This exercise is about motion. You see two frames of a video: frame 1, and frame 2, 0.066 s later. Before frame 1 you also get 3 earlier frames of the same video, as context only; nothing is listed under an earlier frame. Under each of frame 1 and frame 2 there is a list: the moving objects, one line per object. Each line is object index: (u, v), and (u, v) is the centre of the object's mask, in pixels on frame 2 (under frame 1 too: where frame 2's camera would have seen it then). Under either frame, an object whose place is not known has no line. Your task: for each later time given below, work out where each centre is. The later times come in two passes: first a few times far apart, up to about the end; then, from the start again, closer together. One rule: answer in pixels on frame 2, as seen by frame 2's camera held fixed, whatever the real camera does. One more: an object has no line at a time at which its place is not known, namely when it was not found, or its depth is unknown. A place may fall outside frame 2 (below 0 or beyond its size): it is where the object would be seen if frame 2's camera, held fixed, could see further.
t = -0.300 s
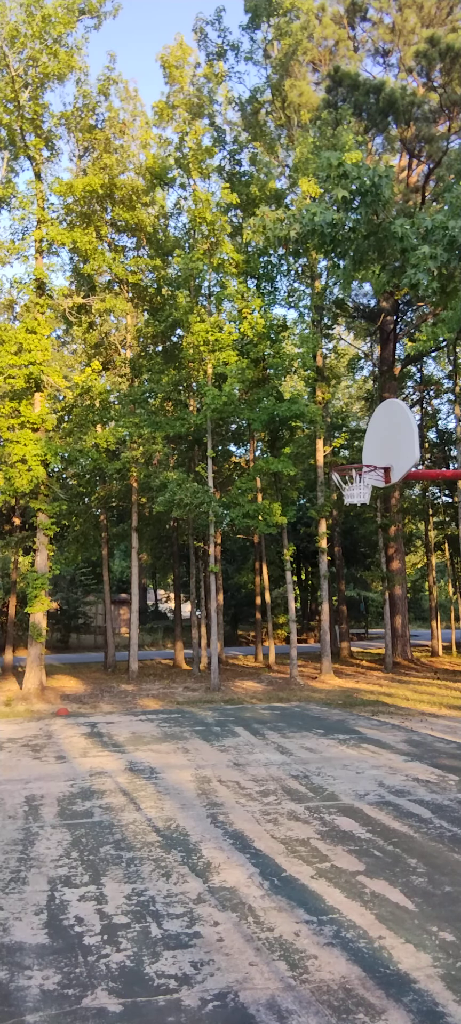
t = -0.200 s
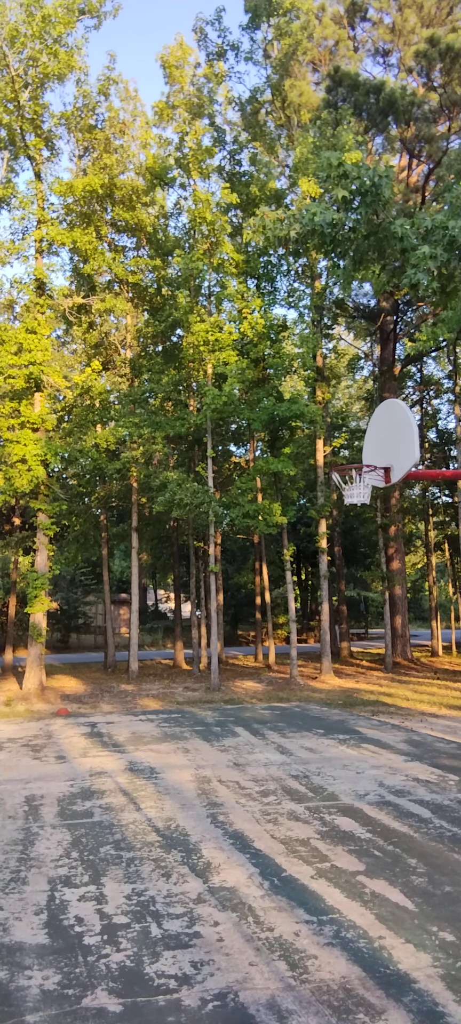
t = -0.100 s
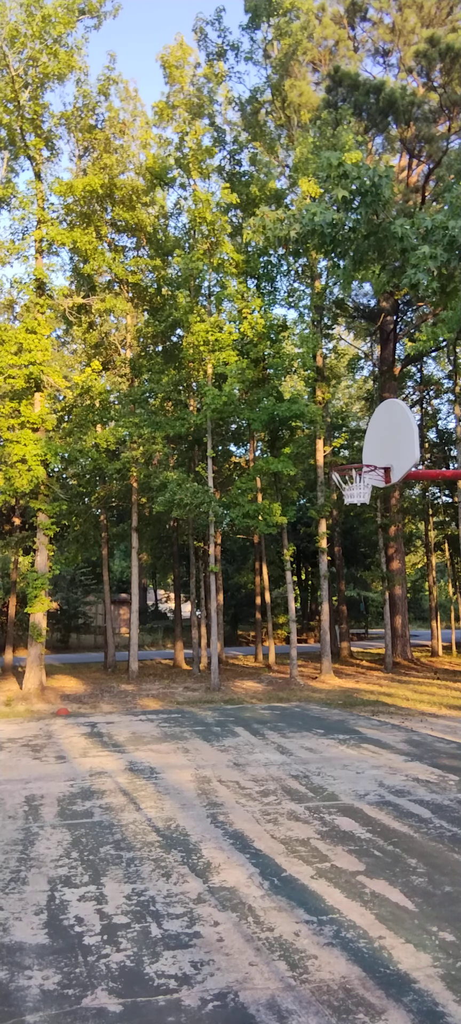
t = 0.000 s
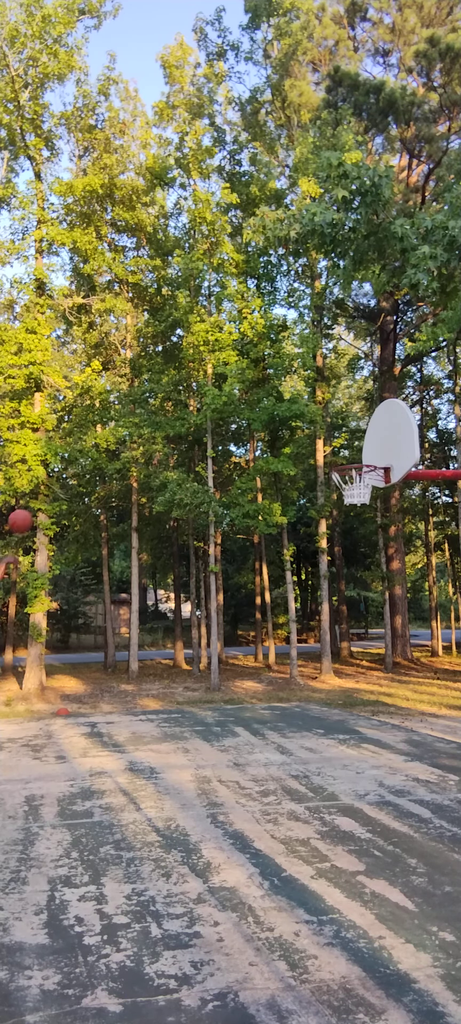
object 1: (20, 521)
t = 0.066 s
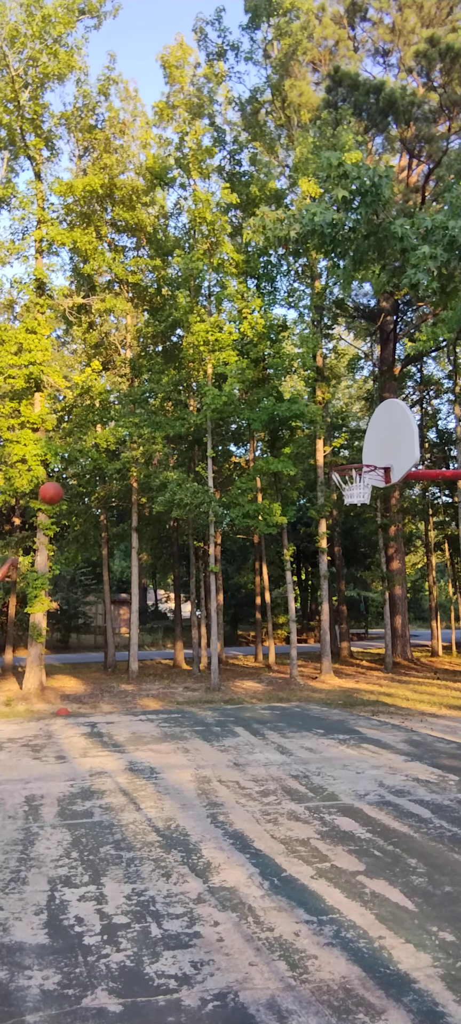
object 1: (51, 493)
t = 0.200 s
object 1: (110, 451)
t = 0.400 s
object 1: (195, 421)
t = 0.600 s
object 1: (279, 429)
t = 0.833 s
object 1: (356, 453)
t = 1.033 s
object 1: (367, 447)
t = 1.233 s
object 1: (336, 454)
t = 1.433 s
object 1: (311, 469)
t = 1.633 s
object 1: (289, 516)
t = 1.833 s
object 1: (267, 602)
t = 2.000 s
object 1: (250, 707)
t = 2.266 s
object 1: (229, 661)
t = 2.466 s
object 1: (216, 601)
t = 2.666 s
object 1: (204, 579)
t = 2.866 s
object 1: (192, 599)
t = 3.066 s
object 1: (182, 661)
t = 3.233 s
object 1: (173, 745)
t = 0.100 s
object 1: (66, 481)
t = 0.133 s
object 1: (81, 470)
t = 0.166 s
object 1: (96, 460)
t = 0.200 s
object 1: (110, 451)
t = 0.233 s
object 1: (125, 443)
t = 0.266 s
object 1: (139, 437)
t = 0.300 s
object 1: (153, 431)
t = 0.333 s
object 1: (167, 427)
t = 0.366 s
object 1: (181, 424)
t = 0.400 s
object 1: (195, 421)
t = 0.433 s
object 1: (210, 420)
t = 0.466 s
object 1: (223, 420)
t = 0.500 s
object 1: (237, 421)
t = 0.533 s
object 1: (251, 422)
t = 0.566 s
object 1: (265, 425)
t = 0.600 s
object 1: (279, 429)
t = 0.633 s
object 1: (292, 434)
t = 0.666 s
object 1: (306, 440)
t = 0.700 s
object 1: (320, 446)
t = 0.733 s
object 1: (334, 454)
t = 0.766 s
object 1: (342, 456)
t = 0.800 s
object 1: (349, 454)
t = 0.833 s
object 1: (356, 453)
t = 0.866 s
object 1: (362, 453)
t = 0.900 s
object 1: (369, 454)
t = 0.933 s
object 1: (376, 456)
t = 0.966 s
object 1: (378, 453)
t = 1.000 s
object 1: (372, 450)
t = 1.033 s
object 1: (367, 447)
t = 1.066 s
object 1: (361, 446)
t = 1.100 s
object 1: (356, 445)
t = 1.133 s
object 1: (351, 446)
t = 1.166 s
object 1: (346, 448)
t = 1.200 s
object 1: (341, 450)
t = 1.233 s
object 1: (336, 454)
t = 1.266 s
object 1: (332, 458)
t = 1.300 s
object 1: (327, 458)
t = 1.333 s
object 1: (324, 459)
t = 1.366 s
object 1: (319, 461)
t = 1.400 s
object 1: (315, 464)
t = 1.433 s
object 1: (311, 469)
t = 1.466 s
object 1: (308, 474)
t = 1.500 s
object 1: (304, 481)
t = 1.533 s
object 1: (300, 488)
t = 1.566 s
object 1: (296, 496)
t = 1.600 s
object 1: (292, 506)
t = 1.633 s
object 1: (289, 516)
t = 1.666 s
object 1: (285, 528)
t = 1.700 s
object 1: (281, 540)
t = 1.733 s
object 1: (278, 554)
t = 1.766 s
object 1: (274, 569)
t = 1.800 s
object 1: (271, 585)
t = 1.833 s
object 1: (267, 602)
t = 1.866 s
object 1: (263, 620)
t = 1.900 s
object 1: (260, 640)
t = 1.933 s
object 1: (256, 661)
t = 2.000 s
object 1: (250, 707)
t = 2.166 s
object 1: (236, 706)
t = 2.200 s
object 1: (233, 690)
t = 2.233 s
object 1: (231, 675)
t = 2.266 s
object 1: (229, 661)
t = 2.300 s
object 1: (227, 648)
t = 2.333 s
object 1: (225, 636)
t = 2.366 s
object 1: (222, 626)
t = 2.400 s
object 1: (220, 616)
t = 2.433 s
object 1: (218, 608)
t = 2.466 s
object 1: (216, 601)
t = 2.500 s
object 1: (214, 594)
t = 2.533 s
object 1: (212, 589)
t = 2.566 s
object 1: (210, 585)
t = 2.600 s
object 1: (208, 582)
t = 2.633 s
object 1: (206, 580)
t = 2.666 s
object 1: (204, 579)
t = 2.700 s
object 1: (202, 580)
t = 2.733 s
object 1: (200, 581)
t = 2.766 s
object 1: (198, 584)
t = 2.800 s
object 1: (196, 588)
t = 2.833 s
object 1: (194, 593)
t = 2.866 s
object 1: (192, 599)
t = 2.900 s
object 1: (191, 606)
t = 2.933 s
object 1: (188, 615)
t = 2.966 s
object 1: (187, 624)
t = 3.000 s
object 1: (185, 635)
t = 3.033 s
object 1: (183, 647)
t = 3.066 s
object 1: (182, 661)
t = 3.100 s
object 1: (180, 675)
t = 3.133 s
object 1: (178, 691)
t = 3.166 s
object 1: (176, 707)
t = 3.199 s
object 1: (175, 726)
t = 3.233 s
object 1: (173, 745)
